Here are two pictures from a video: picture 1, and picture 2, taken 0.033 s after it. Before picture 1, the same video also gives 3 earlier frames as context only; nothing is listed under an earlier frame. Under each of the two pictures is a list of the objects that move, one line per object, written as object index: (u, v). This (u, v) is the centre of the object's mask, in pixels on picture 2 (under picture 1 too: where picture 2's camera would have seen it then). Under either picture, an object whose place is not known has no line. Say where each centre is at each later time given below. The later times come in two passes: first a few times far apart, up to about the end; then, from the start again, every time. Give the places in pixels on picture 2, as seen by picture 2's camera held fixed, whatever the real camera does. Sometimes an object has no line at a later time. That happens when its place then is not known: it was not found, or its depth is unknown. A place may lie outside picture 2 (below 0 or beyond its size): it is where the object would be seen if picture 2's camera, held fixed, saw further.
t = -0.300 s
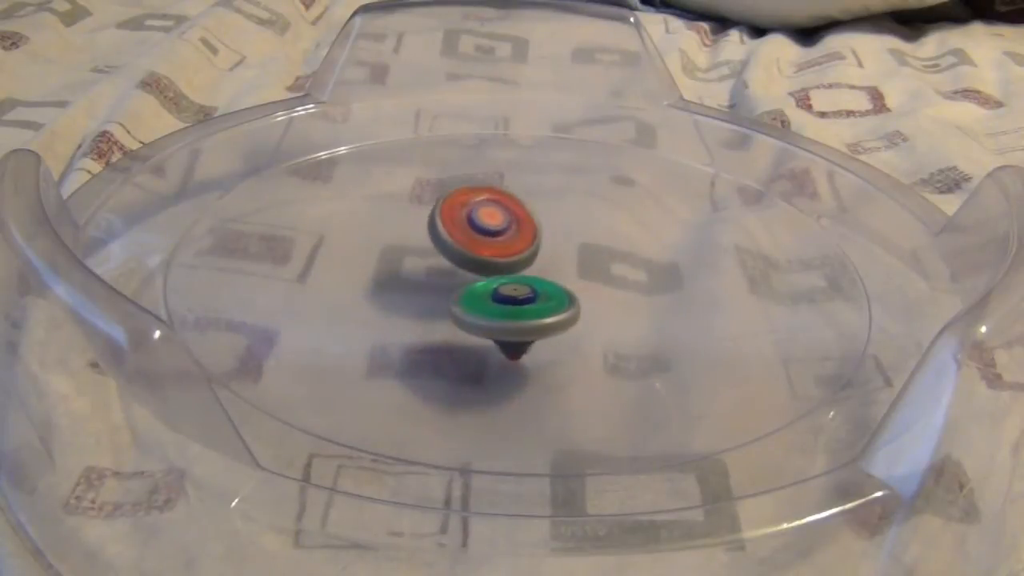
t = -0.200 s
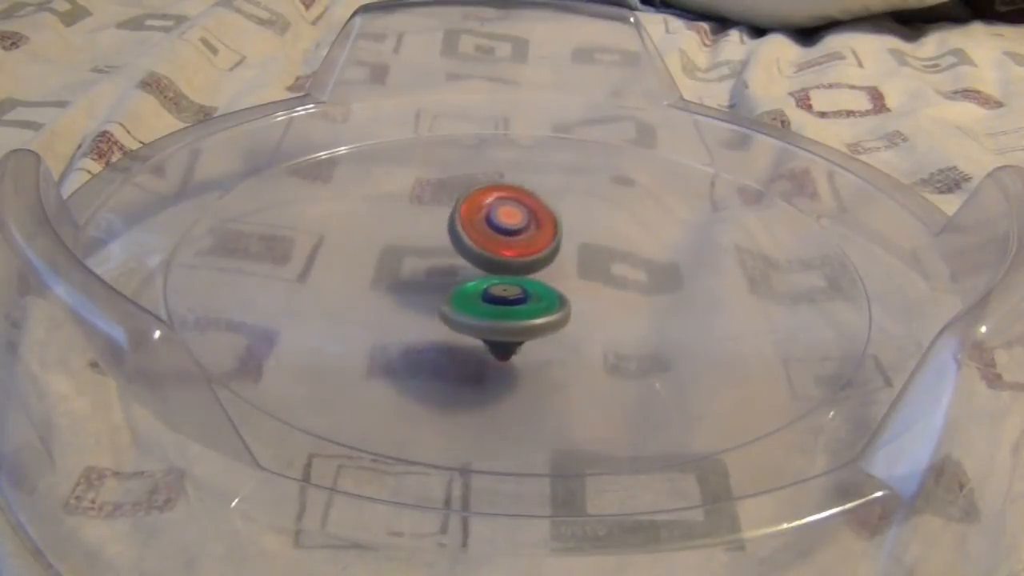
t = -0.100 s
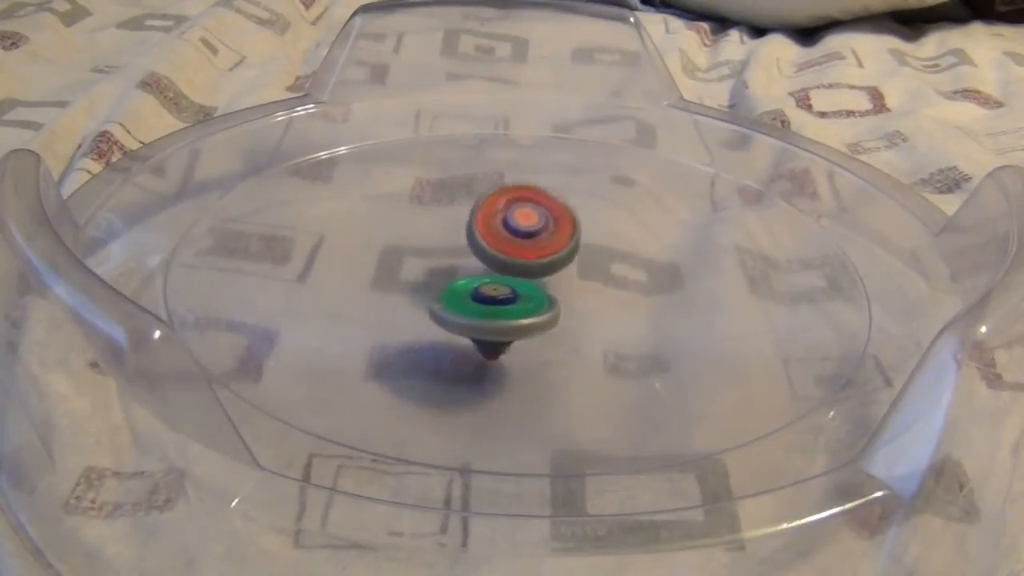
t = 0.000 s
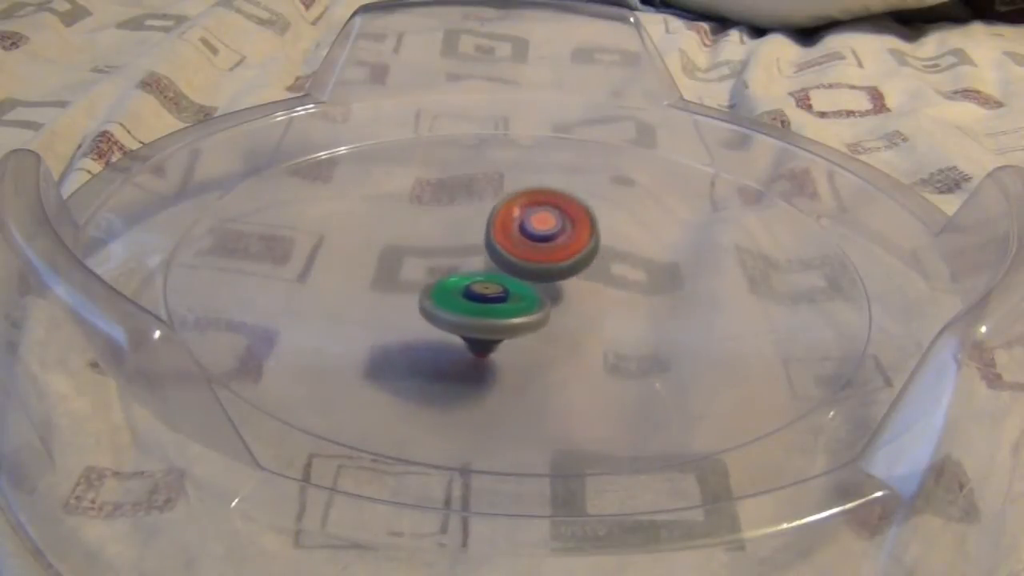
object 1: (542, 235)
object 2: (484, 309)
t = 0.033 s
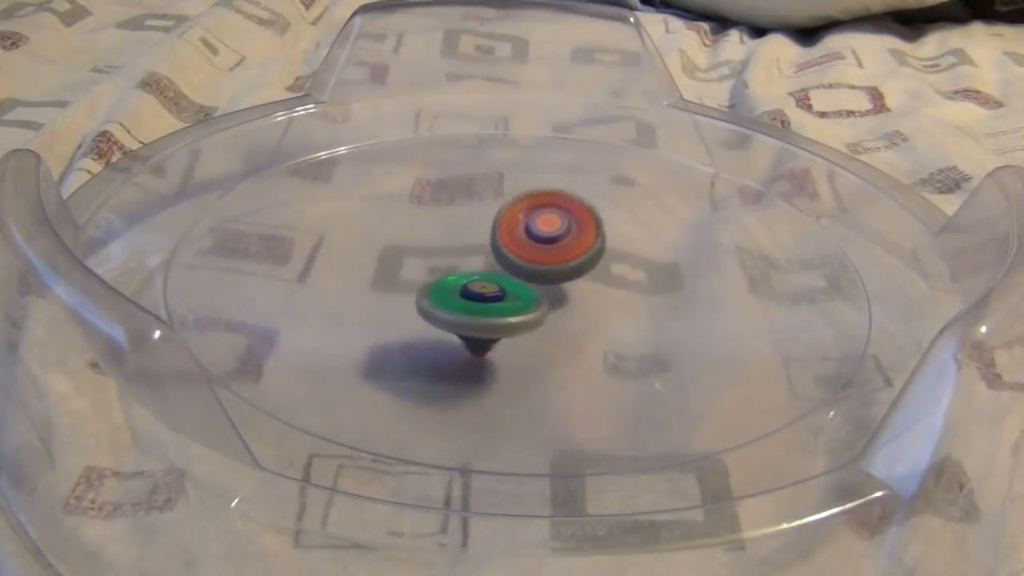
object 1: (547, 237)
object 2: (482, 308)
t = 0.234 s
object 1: (578, 252)
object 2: (463, 299)
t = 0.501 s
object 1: (612, 287)
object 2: (456, 286)
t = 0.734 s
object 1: (621, 319)
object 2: (462, 276)
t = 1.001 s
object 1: (588, 337)
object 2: (484, 270)
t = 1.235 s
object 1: (532, 338)
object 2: (510, 271)
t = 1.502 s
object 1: (448, 324)
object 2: (536, 276)
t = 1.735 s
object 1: (384, 297)
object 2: (548, 284)
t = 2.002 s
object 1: (376, 274)
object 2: (544, 294)
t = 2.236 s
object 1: (406, 253)
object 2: (528, 302)
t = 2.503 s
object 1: (466, 232)
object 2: (502, 308)
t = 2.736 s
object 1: (525, 232)
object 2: (480, 305)
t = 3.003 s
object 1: (574, 247)
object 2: (463, 295)
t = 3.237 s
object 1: (607, 273)
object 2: (461, 284)
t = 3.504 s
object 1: (627, 314)
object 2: (476, 276)
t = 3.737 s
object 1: (603, 336)
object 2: (498, 273)
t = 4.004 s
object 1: (546, 341)
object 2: (525, 275)
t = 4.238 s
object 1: (464, 329)
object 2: (541, 280)
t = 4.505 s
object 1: (377, 295)
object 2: (543, 288)
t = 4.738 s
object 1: (363, 273)
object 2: (533, 297)
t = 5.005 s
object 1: (398, 253)
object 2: (510, 305)
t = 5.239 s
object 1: (460, 233)
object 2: (489, 306)
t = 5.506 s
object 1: (537, 231)
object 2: (470, 297)
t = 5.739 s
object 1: (578, 244)
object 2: (463, 288)
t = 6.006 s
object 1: (613, 279)
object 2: (475, 279)
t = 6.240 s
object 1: (625, 320)
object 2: (496, 275)
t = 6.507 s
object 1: (593, 343)
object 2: (520, 275)
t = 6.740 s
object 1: (533, 343)
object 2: (536, 279)
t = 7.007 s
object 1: (429, 319)
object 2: (538, 288)
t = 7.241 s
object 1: (357, 285)
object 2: (530, 296)
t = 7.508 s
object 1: (360, 262)
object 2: (511, 303)
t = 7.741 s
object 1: (404, 246)
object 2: (489, 303)
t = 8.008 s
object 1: (516, 231)
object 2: (473, 296)
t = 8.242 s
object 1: (585, 230)
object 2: (466, 287)
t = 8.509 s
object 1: (608, 249)
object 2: (478, 279)
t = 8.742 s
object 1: (725, 279)
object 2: (382, 260)
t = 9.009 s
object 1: (721, 303)
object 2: (344, 270)
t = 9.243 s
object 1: (580, 325)
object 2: (375, 287)
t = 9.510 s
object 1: (372, 419)
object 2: (345, 177)
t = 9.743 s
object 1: (324, 371)
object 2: (331, 165)
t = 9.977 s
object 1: (351, 306)
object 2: (390, 213)
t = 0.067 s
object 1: (553, 239)
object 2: (478, 307)
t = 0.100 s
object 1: (559, 241)
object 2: (476, 306)
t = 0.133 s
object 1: (564, 244)
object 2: (472, 304)
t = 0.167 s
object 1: (569, 246)
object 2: (470, 303)
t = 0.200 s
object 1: (574, 249)
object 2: (466, 301)
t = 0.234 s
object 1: (578, 252)
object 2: (463, 299)
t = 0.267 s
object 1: (583, 256)
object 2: (462, 298)
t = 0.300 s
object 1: (587, 259)
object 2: (461, 296)
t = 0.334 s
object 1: (591, 263)
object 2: (459, 294)
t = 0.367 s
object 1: (595, 267)
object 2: (459, 293)
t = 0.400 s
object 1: (600, 272)
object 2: (457, 291)
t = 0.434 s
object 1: (604, 276)
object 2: (456, 289)
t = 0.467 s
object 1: (608, 281)
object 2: (456, 288)
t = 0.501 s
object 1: (612, 287)
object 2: (456, 286)
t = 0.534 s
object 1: (616, 292)
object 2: (456, 285)
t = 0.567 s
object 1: (619, 297)
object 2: (456, 283)
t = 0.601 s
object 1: (621, 302)
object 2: (457, 282)
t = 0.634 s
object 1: (622, 307)
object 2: (458, 280)
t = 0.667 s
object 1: (623, 311)
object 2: (458, 279)
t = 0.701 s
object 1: (622, 316)
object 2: (460, 278)
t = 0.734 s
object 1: (621, 319)
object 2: (462, 276)
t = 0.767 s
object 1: (619, 323)
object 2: (464, 275)
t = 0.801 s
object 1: (616, 325)
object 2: (466, 274)
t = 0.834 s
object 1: (613, 328)
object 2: (469, 274)
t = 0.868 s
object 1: (610, 332)
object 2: (472, 272)
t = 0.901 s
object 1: (605, 332)
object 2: (475, 272)
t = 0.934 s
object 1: (600, 334)
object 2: (478, 271)
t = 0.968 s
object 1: (594, 336)
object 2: (481, 271)
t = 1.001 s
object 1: (588, 337)
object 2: (484, 270)
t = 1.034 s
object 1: (582, 338)
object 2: (487, 270)
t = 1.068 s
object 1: (574, 339)
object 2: (491, 270)
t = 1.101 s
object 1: (568, 339)
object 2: (495, 270)
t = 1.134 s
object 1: (560, 339)
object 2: (499, 270)
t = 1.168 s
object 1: (552, 339)
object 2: (503, 270)
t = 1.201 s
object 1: (538, 339)
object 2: (507, 270)
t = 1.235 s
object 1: (532, 338)
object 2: (510, 271)
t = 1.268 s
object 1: (526, 338)
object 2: (513, 271)
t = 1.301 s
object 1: (515, 337)
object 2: (517, 272)
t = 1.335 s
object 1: (504, 336)
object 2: (521, 272)
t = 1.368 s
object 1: (493, 335)
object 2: (524, 273)
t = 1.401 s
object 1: (483, 332)
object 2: (527, 274)
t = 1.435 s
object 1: (472, 330)
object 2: (530, 275)
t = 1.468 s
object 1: (462, 328)
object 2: (533, 275)
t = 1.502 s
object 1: (448, 324)
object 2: (536, 276)
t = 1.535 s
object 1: (434, 321)
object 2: (538, 277)
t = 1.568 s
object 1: (424, 318)
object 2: (540, 278)
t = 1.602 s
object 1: (414, 313)
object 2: (543, 279)
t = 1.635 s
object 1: (405, 309)
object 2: (545, 280)
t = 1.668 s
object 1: (397, 305)
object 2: (547, 282)
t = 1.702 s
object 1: (390, 301)
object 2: (547, 282)
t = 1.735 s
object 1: (384, 297)
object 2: (548, 284)
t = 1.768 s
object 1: (380, 293)
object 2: (548, 284)
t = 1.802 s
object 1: (376, 293)
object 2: (549, 286)
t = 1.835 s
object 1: (373, 290)
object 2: (549, 287)
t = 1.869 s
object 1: (373, 286)
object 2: (548, 288)
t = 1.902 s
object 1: (373, 283)
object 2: (547, 289)
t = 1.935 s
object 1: (373, 280)
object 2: (547, 291)
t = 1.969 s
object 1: (374, 277)
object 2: (546, 292)
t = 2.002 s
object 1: (376, 274)
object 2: (544, 294)
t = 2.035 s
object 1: (379, 271)
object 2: (543, 295)
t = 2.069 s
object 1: (381, 268)
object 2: (541, 296)
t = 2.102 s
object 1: (385, 265)
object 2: (539, 297)
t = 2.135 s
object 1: (388, 262)
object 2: (537, 299)
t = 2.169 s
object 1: (393, 259)
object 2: (534, 300)
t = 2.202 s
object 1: (400, 256)
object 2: (531, 301)
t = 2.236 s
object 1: (406, 253)
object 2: (528, 302)
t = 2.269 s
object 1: (412, 250)
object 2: (526, 303)
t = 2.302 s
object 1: (419, 247)
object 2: (523, 304)
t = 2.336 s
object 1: (426, 244)
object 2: (519, 305)
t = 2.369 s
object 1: (433, 241)
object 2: (515, 306)
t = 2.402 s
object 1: (440, 238)
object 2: (513, 306)
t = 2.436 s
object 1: (449, 236)
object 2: (509, 307)
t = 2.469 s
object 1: (457, 234)
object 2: (506, 308)
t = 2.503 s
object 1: (466, 232)
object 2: (502, 308)
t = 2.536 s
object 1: (475, 231)
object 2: (499, 308)
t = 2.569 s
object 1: (484, 230)
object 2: (497, 308)
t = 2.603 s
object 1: (492, 230)
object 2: (495, 308)
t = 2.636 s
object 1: (501, 230)
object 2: (491, 308)
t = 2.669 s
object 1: (509, 230)
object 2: (488, 307)
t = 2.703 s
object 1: (517, 231)
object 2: (485, 306)
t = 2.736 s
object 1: (525, 232)
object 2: (480, 305)
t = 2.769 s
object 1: (532, 233)
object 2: (477, 304)
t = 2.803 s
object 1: (539, 234)
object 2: (474, 302)
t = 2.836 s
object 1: (545, 235)
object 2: (472, 302)
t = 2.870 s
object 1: (552, 237)
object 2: (470, 300)
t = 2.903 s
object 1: (557, 239)
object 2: (468, 299)
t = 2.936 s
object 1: (563, 241)
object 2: (466, 298)
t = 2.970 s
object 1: (569, 244)
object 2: (465, 297)
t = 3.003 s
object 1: (574, 247)
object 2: (463, 295)
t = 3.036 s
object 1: (579, 249)
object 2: (462, 294)
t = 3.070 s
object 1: (584, 252)
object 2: (461, 292)
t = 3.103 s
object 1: (588, 256)
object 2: (461, 290)
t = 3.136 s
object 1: (593, 260)
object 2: (460, 289)
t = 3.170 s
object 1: (597, 264)
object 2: (460, 287)
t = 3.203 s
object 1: (602, 269)
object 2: (461, 286)
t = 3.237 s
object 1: (607, 273)
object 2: (461, 284)
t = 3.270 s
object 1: (611, 278)
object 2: (462, 283)
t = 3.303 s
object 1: (615, 284)
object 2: (464, 282)
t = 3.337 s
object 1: (619, 289)
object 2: (465, 281)
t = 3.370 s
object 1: (622, 294)
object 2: (466, 279)
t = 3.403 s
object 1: (624, 300)
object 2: (468, 278)
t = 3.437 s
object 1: (626, 305)
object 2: (471, 278)
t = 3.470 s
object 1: (627, 309)
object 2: (473, 277)
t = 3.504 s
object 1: (627, 314)
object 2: (476, 276)
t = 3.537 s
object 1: (625, 318)
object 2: (479, 275)
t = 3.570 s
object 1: (623, 322)
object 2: (482, 275)
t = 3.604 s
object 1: (621, 325)
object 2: (485, 274)
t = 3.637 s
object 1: (617, 329)
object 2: (488, 273)
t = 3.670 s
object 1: (613, 332)
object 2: (492, 273)
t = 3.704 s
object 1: (608, 334)
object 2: (495, 273)
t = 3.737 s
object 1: (603, 336)
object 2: (498, 273)
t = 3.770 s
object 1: (597, 337)
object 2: (501, 273)
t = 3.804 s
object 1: (591, 338)
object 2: (505, 273)
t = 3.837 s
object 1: (586, 339)
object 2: (508, 273)
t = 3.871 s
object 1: (578, 340)
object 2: (512, 273)
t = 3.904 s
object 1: (570, 340)
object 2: (515, 274)
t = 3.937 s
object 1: (564, 340)
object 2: (519, 274)
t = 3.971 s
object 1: (555, 341)
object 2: (522, 274)
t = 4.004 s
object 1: (546, 341)
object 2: (525, 275)
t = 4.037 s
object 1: (536, 341)
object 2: (527, 275)
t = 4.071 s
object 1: (527, 340)
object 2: (530, 275)
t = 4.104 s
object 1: (515, 338)
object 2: (532, 276)
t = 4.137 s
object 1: (502, 336)
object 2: (535, 277)
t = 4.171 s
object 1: (490, 334)
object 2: (537, 278)
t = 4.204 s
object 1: (478, 332)
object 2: (539, 279)
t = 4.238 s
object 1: (464, 329)
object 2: (541, 280)
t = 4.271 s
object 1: (453, 327)
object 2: (543, 281)
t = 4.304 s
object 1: (436, 321)
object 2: (543, 282)
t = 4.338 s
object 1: (424, 318)
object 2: (544, 283)
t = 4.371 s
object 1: (412, 314)
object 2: (544, 284)
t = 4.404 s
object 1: (402, 309)
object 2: (544, 285)
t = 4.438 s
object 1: (392, 304)
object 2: (544, 286)
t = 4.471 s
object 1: (384, 300)
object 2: (544, 287)
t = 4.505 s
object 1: (377, 295)
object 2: (543, 288)
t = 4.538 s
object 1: (371, 291)
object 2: (542, 290)
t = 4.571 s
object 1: (366, 291)
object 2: (541, 291)
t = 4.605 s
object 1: (363, 287)
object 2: (540, 292)
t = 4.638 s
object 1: (362, 283)
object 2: (538, 294)
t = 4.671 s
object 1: (362, 280)
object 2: (537, 295)
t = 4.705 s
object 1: (362, 277)
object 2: (535, 296)
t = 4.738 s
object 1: (363, 273)
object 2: (533, 297)
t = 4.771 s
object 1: (365, 271)
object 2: (531, 298)
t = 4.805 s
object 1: (367, 268)
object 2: (528, 300)
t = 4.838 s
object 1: (371, 266)
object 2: (525, 301)
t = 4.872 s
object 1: (375, 263)
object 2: (522, 302)
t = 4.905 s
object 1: (379, 261)
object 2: (520, 303)
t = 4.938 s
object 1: (385, 258)
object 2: (516, 304)
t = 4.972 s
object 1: (391, 256)
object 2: (513, 304)
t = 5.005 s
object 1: (398, 253)
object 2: (510, 305)
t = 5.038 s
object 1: (405, 250)
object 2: (507, 305)
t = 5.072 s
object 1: (413, 247)
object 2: (504, 306)
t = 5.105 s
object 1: (420, 244)
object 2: (501, 306)
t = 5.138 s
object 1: (429, 240)
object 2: (498, 306)
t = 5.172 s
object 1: (439, 237)
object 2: (495, 306)
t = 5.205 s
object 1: (450, 235)
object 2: (492, 306)
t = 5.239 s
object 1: (460, 233)
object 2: (489, 306)
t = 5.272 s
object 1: (471, 232)
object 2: (486, 305)
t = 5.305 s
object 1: (482, 231)
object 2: (484, 304)
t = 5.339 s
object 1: (492, 230)
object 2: (481, 303)
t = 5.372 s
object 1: (502, 230)
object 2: (479, 303)
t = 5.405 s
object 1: (512, 229)
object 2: (477, 301)
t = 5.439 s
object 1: (521, 230)
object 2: (473, 300)
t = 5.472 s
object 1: (529, 230)
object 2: (472, 299)
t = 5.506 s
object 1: (537, 231)
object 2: (470, 297)
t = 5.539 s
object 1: (544, 231)
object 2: (468, 296)
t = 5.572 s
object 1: (551, 233)
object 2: (466, 295)
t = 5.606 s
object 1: (557, 234)
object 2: (466, 294)
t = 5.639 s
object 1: (562, 236)
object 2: (464, 292)
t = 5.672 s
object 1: (568, 238)
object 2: (464, 291)
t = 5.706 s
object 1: (573, 241)
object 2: (463, 289)
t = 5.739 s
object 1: (578, 244)
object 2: (463, 288)
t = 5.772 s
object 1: (582, 247)
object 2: (463, 286)
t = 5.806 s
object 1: (587, 250)
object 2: (464, 285)
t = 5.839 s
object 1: (592, 254)
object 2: (465, 284)
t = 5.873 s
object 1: (596, 258)
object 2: (467, 282)
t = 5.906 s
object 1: (600, 263)
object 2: (468, 281)
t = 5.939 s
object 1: (605, 267)
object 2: (470, 280)
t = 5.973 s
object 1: (609, 273)
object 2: (472, 279)
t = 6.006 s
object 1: (613, 279)
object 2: (475, 279)
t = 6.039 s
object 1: (617, 285)
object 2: (477, 278)
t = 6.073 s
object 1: (620, 291)
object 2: (480, 277)
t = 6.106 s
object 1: (623, 297)
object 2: (483, 277)
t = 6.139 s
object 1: (625, 303)
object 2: (486, 276)
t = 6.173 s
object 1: (626, 309)
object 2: (489, 276)
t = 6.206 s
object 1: (626, 314)
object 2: (493, 275)
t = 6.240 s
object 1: (625, 320)
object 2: (496, 275)
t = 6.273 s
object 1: (623, 324)
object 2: (500, 275)
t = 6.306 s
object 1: (621, 328)
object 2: (503, 274)
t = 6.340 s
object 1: (618, 332)
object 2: (506, 275)
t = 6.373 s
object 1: (613, 335)
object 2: (509, 275)
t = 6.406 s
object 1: (609, 338)
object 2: (512, 275)
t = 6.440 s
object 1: (604, 340)
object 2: (515, 275)
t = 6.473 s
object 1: (599, 341)
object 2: (518, 275)
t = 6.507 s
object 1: (593, 343)
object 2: (520, 275)
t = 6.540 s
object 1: (586, 343)
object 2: (523, 275)
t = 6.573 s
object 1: (578, 343)
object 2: (526, 276)
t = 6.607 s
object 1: (570, 343)
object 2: (528, 277)
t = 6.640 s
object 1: (563, 344)
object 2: (530, 277)
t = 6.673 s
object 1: (554, 344)
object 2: (532, 278)
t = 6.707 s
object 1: (544, 343)
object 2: (534, 279)
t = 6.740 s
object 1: (533, 343)
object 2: (536, 279)
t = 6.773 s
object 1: (523, 342)
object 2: (537, 280)
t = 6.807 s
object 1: (513, 340)
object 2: (538, 281)
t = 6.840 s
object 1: (500, 337)
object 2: (539, 281)
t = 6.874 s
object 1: (486, 335)
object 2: (539, 282)
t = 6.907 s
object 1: (475, 333)
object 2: (540, 284)
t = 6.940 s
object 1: (458, 328)
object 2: (539, 285)
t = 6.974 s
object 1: (442, 324)
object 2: (539, 286)
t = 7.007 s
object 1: (429, 319)
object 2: (538, 288)
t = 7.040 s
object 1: (415, 314)
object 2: (537, 289)
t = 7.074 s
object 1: (402, 309)
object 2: (537, 290)
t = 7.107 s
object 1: (390, 303)
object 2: (535, 292)
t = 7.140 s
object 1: (380, 297)
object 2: (534, 293)
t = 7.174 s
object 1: (371, 291)
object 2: (533, 294)
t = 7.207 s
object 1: (362, 290)
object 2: (531, 295)
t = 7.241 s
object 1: (357, 285)
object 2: (530, 296)
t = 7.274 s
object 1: (353, 281)
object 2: (529, 297)
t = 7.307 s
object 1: (351, 277)
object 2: (527, 299)
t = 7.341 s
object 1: (351, 274)
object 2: (524, 300)
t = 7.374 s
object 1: (351, 271)
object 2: (522, 301)
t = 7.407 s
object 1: (352, 268)
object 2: (520, 301)
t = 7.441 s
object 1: (355, 266)
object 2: (517, 302)
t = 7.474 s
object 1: (357, 264)
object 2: (514, 303)
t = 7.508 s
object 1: (360, 262)
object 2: (511, 303)
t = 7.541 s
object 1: (364, 260)
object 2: (508, 303)
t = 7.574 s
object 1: (369, 258)
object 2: (505, 304)
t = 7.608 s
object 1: (375, 256)
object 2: (502, 304)
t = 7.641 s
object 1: (381, 255)
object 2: (499, 304)
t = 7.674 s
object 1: (388, 253)
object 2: (495, 303)
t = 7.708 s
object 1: (395, 250)
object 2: (492, 303)
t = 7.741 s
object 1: (404, 246)
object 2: (489, 303)
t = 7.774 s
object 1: (414, 243)
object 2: (487, 303)
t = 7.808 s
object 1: (426, 239)
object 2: (486, 302)
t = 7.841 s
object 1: (440, 236)
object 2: (484, 302)
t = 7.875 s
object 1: (455, 234)
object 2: (482, 301)
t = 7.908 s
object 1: (470, 233)
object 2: (480, 300)
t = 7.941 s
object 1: (486, 232)
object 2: (477, 299)
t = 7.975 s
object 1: (502, 231)
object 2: (475, 297)
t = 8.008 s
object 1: (516, 231)
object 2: (473, 296)
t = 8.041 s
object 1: (530, 231)
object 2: (471, 295)
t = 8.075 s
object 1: (542, 231)
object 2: (470, 294)
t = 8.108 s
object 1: (553, 230)
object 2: (469, 292)
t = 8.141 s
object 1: (563, 229)
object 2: (468, 291)
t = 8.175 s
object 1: (572, 229)
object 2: (467, 290)
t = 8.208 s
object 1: (579, 229)
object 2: (467, 288)
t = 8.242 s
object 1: (585, 230)
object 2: (466, 287)
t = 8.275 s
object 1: (590, 231)
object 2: (467, 285)
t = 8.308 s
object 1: (594, 233)
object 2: (468, 284)
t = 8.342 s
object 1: (598, 234)
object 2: (469, 283)
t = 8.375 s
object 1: (600, 237)
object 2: (470, 282)
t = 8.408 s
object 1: (603, 239)
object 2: (472, 282)
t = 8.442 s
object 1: (605, 242)
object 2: (474, 281)
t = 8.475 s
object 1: (606, 245)
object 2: (475, 279)
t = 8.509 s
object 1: (608, 249)
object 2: (478, 279)
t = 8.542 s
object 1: (609, 253)
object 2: (481, 278)
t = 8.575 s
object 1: (610, 257)
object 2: (484, 277)
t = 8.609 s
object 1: (611, 262)
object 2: (487, 277)
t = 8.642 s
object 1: (612, 268)
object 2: (490, 277)
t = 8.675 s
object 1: (644, 271)
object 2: (455, 272)
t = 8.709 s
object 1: (688, 271)
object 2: (412, 265)
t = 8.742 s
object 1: (725, 279)
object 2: (382, 260)
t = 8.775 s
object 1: (749, 281)
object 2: (363, 257)
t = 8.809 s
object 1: (763, 285)
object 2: (353, 257)
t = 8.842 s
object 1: (765, 288)
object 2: (347, 259)
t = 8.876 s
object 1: (760, 291)
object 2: (344, 261)
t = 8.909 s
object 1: (752, 295)
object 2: (342, 263)
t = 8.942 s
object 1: (743, 299)
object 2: (342, 266)
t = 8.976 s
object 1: (732, 300)
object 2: (342, 268)
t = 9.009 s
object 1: (721, 303)
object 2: (344, 270)
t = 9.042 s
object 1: (711, 305)
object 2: (346, 273)
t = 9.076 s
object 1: (698, 308)
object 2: (349, 275)
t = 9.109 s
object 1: (684, 310)
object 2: (352, 277)
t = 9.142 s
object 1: (666, 313)
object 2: (356, 279)
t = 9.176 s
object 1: (641, 318)
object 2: (361, 281)
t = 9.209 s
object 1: (613, 321)
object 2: (367, 284)
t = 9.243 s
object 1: (580, 325)
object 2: (375, 287)
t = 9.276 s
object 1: (542, 328)
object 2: (383, 289)
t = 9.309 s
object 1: (504, 330)
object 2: (391, 291)
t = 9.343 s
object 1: (486, 334)
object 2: (377, 256)
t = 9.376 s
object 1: (469, 347)
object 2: (359, 237)
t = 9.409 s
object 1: (461, 382)
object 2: (354, 215)
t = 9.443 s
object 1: (439, 395)
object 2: (355, 198)
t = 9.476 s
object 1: (406, 410)
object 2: (352, 187)
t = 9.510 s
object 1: (372, 419)
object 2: (345, 177)
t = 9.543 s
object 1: (353, 413)
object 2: (337, 170)
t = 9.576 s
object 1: (339, 412)
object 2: (330, 165)
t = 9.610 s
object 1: (332, 408)
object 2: (326, 162)
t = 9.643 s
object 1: (333, 407)
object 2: (326, 161)
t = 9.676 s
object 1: (332, 394)
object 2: (327, 162)
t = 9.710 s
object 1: (328, 383)
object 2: (328, 163)
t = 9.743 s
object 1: (324, 371)
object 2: (331, 165)
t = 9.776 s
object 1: (323, 363)
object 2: (333, 169)
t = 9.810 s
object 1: (326, 358)
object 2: (337, 173)
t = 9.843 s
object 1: (329, 348)
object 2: (342, 178)
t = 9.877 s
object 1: (333, 338)
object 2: (349, 185)
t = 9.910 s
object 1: (338, 328)
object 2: (358, 192)
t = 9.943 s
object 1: (345, 319)
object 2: (373, 203)
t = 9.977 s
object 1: (351, 306)
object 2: (390, 213)
